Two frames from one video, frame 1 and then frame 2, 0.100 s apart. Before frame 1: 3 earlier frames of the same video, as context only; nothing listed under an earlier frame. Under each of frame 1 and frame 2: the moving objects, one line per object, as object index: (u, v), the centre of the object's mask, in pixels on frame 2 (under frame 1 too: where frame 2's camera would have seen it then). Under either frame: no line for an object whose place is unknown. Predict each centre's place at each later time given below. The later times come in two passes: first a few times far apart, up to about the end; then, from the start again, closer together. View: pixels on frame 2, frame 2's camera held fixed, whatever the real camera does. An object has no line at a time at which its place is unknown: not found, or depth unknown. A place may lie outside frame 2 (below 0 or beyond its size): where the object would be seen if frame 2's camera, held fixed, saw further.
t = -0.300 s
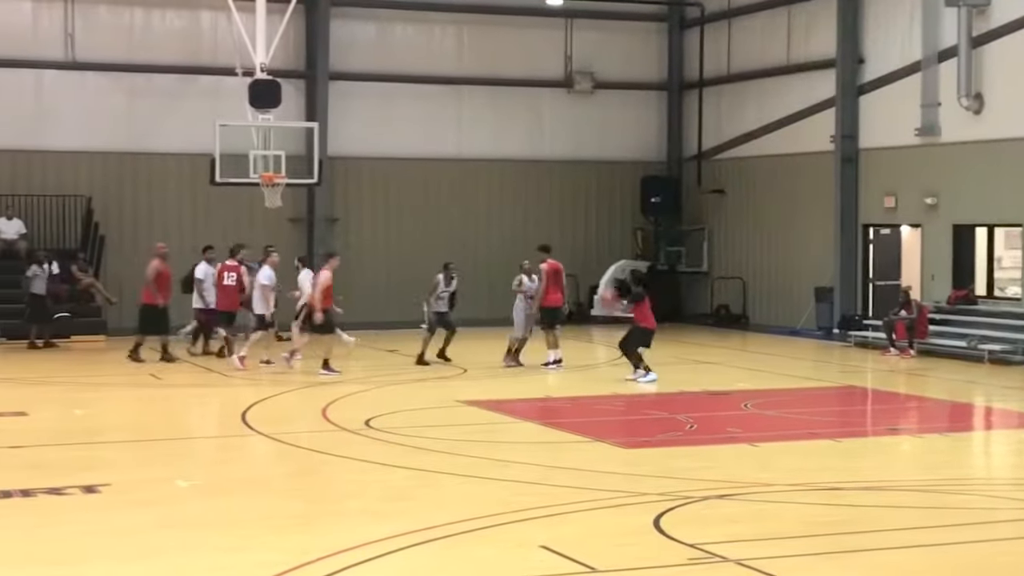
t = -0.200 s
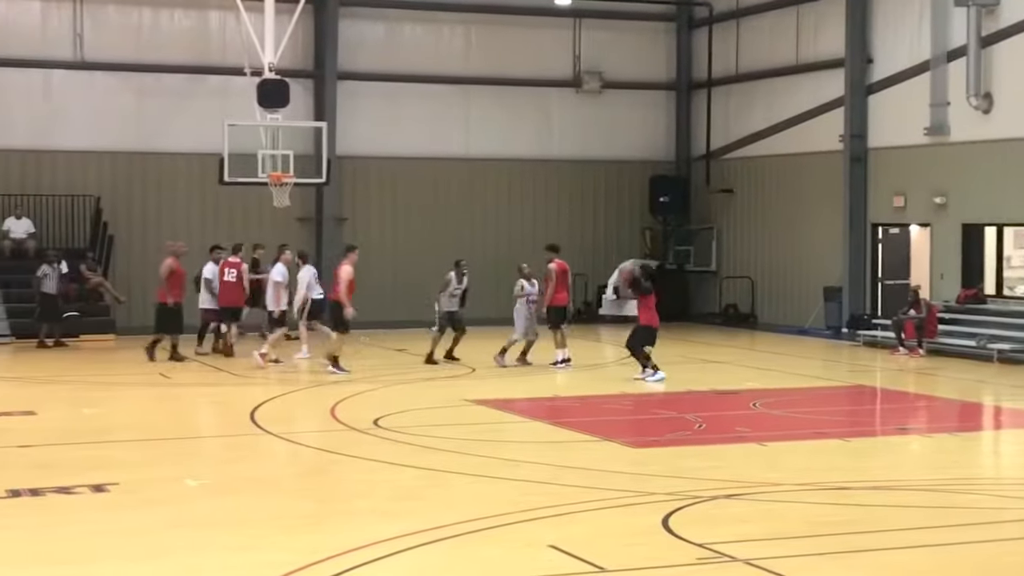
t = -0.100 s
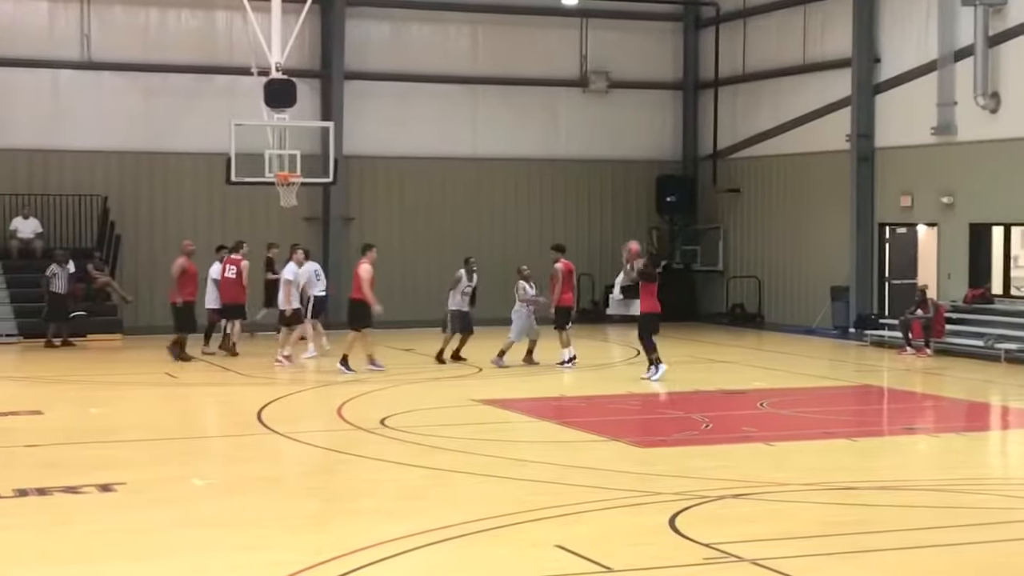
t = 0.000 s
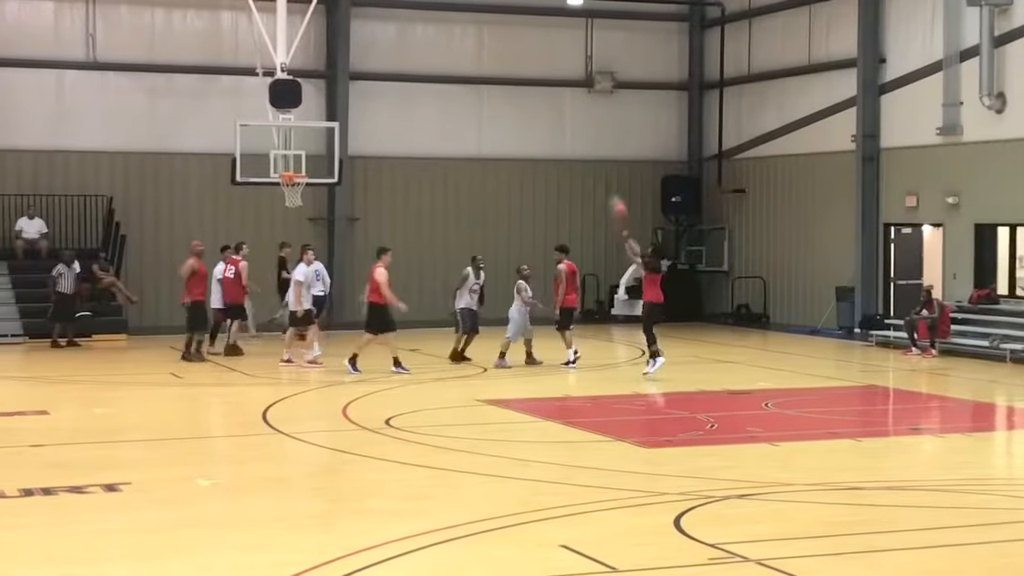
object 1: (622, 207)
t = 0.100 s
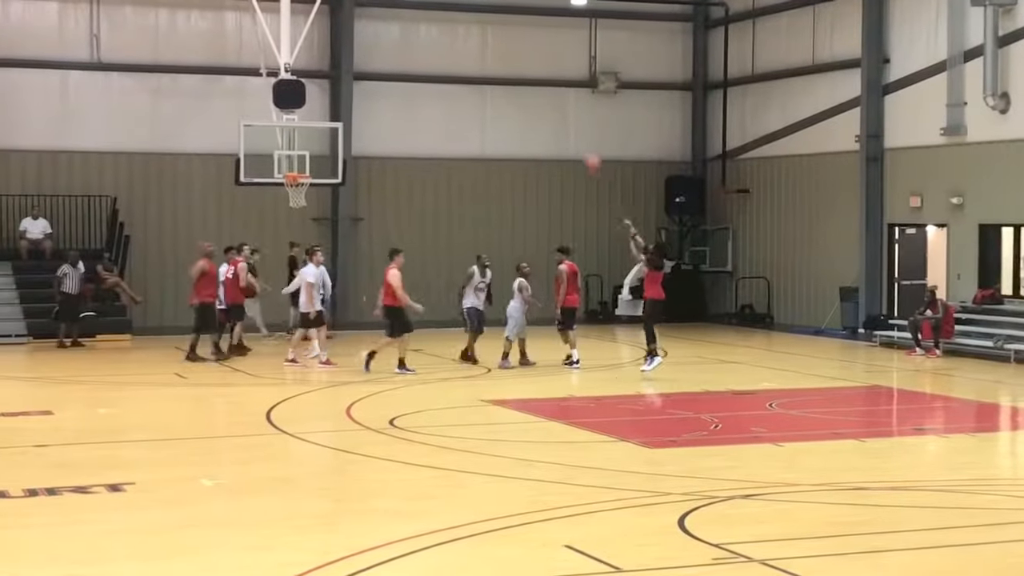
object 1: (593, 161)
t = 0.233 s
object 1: (552, 114)
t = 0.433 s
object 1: (501, 70)
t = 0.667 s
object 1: (442, 50)
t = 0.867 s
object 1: (396, 61)
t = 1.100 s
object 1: (347, 96)
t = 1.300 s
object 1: (305, 156)
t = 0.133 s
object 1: (581, 150)
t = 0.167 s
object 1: (571, 137)
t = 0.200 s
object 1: (563, 124)
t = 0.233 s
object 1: (552, 114)
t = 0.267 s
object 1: (544, 104)
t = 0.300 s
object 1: (535, 96)
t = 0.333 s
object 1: (526, 88)
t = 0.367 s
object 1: (518, 81)
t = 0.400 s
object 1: (511, 73)
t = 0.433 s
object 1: (501, 70)
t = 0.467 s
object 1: (491, 63)
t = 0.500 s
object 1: (484, 60)
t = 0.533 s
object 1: (475, 56)
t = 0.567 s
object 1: (466, 56)
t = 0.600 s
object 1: (459, 52)
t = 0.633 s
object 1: (451, 50)
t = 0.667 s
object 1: (442, 50)
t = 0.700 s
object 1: (435, 49)
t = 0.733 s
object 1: (427, 50)
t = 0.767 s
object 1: (419, 52)
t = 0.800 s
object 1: (412, 54)
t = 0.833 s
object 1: (404, 57)
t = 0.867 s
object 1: (396, 61)
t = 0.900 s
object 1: (389, 63)
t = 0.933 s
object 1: (381, 68)
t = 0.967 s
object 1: (377, 72)
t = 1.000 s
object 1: (367, 78)
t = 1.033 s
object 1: (360, 84)
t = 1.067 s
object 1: (354, 90)
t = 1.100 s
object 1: (347, 96)
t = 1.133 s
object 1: (340, 106)
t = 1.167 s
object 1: (332, 115)
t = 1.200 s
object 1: (327, 123)
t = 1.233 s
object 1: (319, 134)
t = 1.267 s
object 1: (313, 144)
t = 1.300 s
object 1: (305, 156)
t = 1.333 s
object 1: (300, 163)
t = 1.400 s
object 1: (289, 185)
